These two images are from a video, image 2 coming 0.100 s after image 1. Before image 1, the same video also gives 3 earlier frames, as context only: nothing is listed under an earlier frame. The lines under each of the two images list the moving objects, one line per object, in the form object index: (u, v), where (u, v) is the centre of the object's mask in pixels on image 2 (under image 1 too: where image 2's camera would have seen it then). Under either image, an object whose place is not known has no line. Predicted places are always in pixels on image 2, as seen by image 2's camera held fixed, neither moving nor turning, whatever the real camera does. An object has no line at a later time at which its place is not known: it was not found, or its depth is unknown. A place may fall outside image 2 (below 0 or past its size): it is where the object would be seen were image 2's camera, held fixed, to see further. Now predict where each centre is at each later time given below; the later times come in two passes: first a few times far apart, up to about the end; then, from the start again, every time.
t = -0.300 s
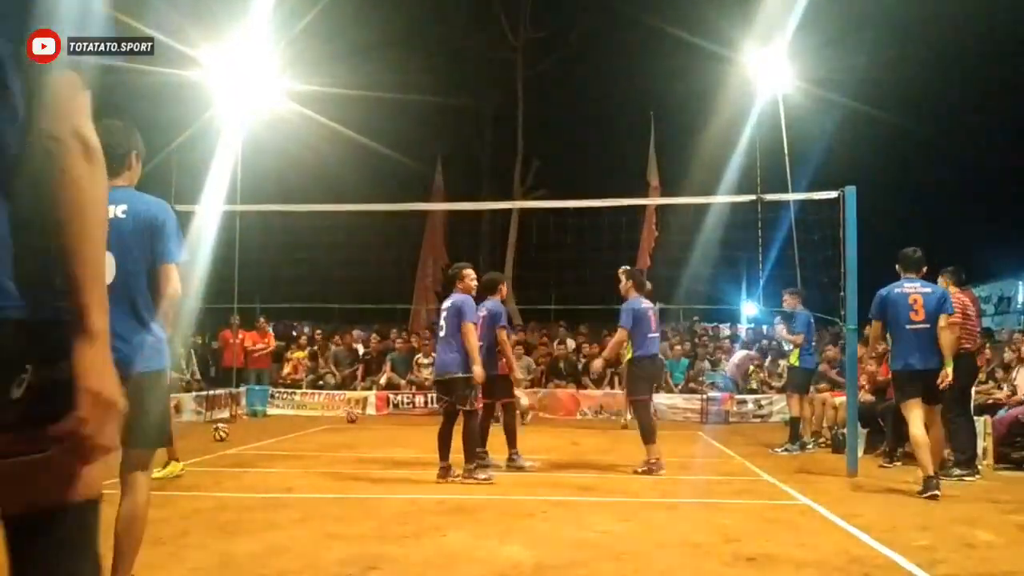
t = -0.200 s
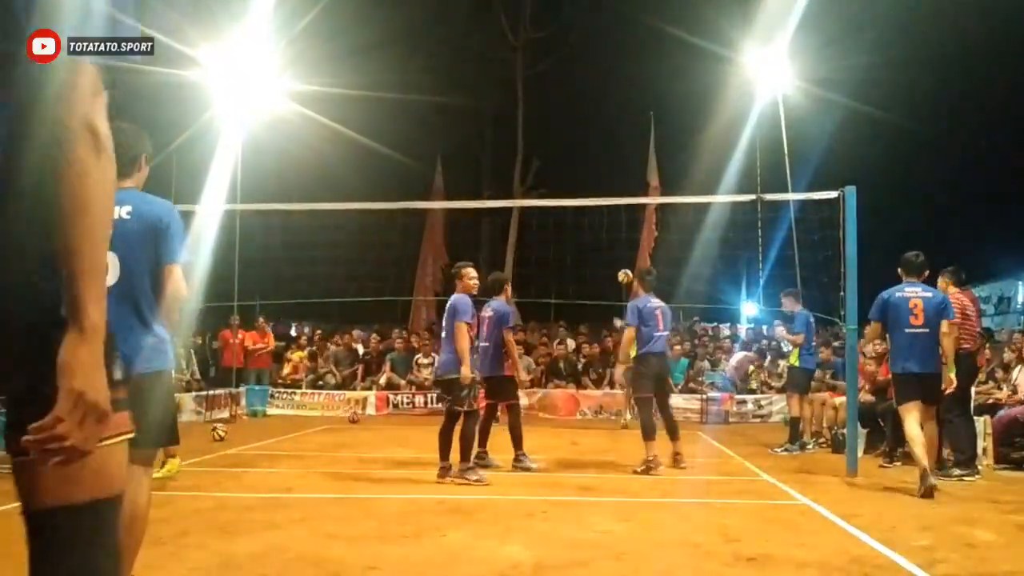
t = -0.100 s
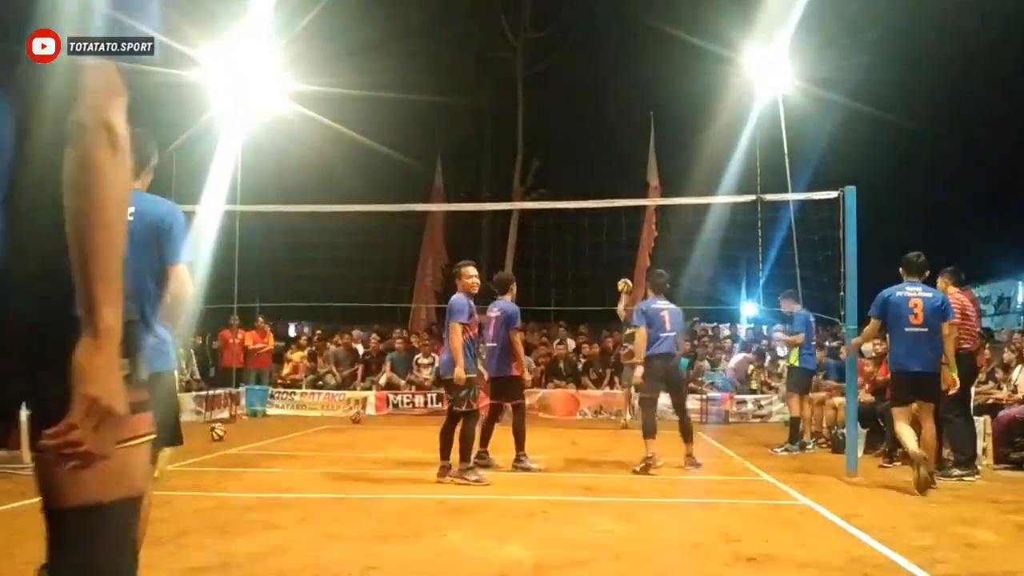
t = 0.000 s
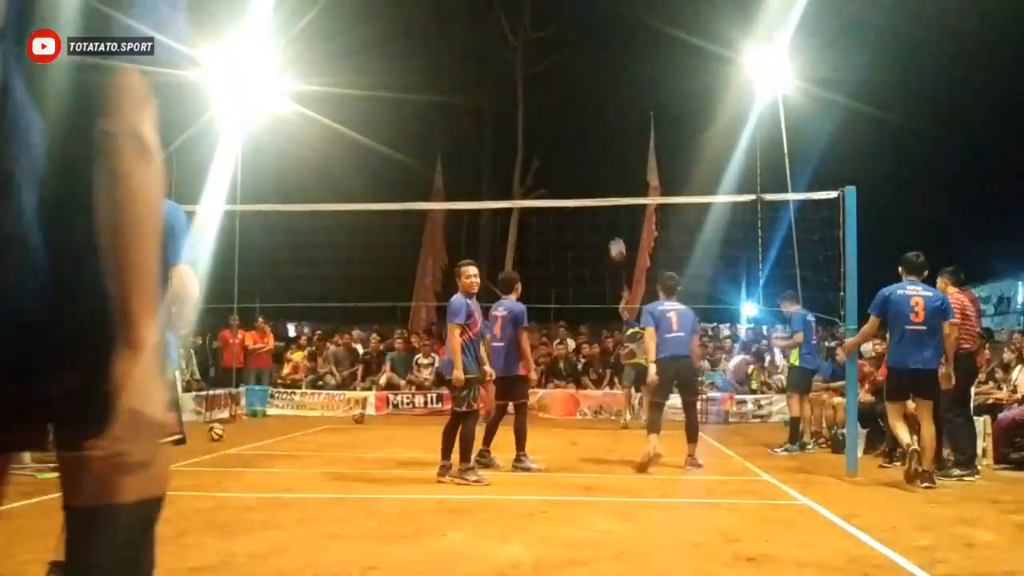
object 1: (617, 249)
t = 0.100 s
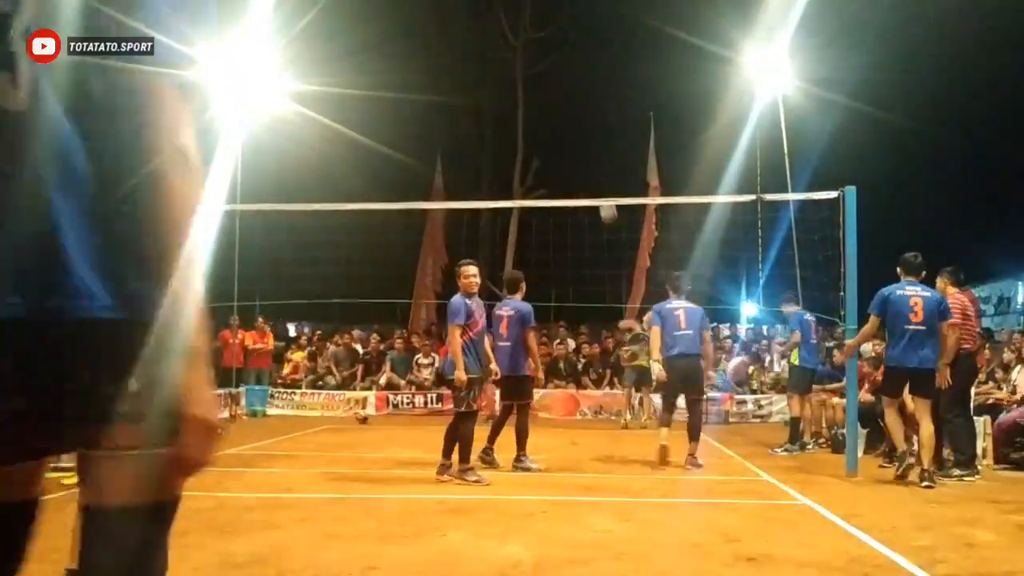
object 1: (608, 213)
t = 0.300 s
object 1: (582, 151)
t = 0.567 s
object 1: (543, 104)
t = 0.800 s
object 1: (502, 116)
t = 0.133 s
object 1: (604, 194)
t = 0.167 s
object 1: (600, 189)
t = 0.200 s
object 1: (596, 179)
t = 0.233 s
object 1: (591, 169)
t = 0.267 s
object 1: (586, 160)
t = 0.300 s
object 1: (582, 151)
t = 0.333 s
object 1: (577, 142)
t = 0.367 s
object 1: (572, 134)
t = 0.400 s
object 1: (567, 127)
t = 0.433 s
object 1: (562, 121)
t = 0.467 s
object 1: (557, 115)
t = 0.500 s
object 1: (552, 111)
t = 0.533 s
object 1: (548, 108)
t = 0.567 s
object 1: (543, 104)
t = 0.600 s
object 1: (538, 103)
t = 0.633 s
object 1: (532, 102)
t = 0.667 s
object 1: (527, 102)
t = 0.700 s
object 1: (521, 103)
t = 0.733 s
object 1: (515, 106)
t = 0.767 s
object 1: (509, 110)
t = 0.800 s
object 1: (502, 116)
